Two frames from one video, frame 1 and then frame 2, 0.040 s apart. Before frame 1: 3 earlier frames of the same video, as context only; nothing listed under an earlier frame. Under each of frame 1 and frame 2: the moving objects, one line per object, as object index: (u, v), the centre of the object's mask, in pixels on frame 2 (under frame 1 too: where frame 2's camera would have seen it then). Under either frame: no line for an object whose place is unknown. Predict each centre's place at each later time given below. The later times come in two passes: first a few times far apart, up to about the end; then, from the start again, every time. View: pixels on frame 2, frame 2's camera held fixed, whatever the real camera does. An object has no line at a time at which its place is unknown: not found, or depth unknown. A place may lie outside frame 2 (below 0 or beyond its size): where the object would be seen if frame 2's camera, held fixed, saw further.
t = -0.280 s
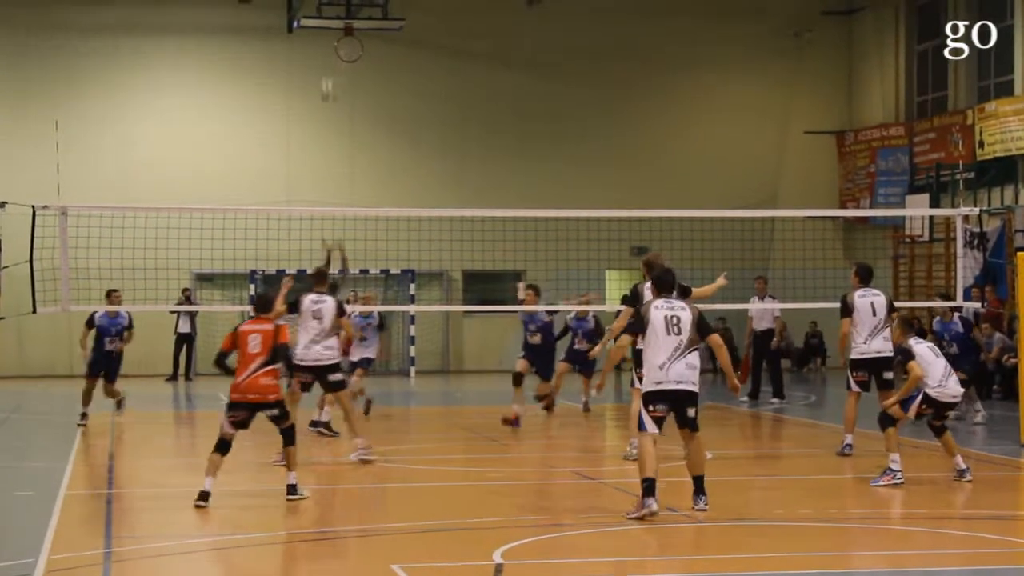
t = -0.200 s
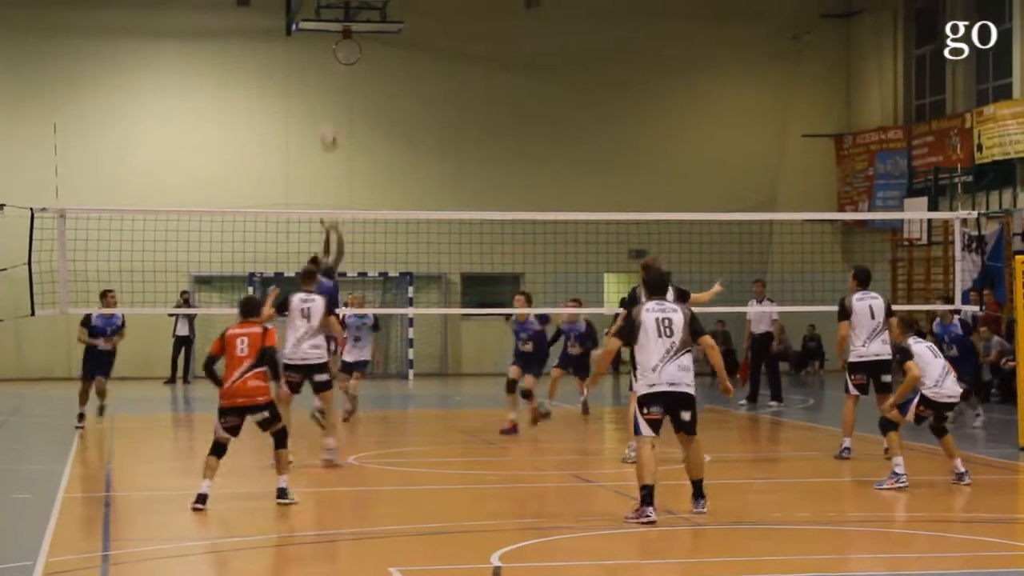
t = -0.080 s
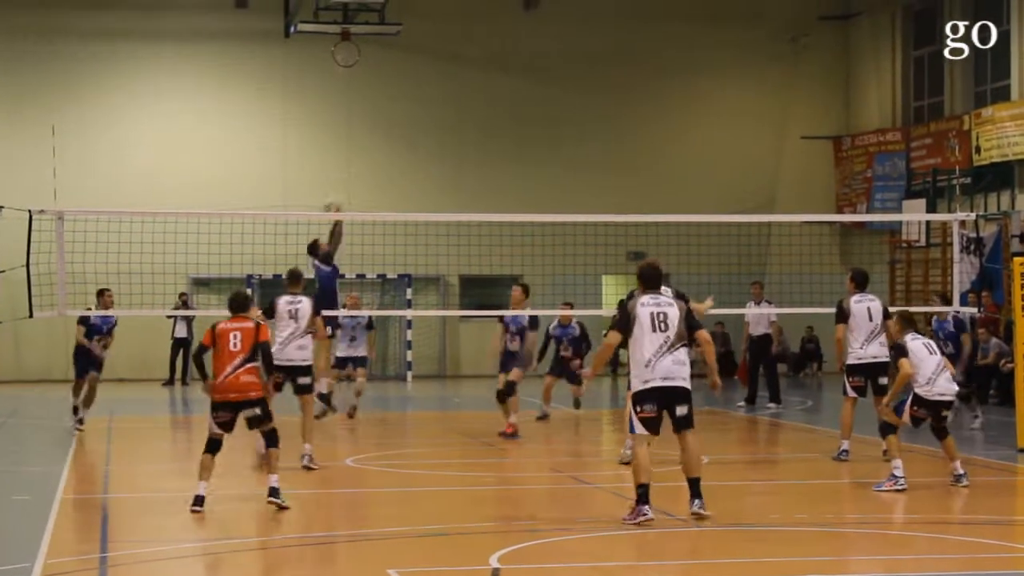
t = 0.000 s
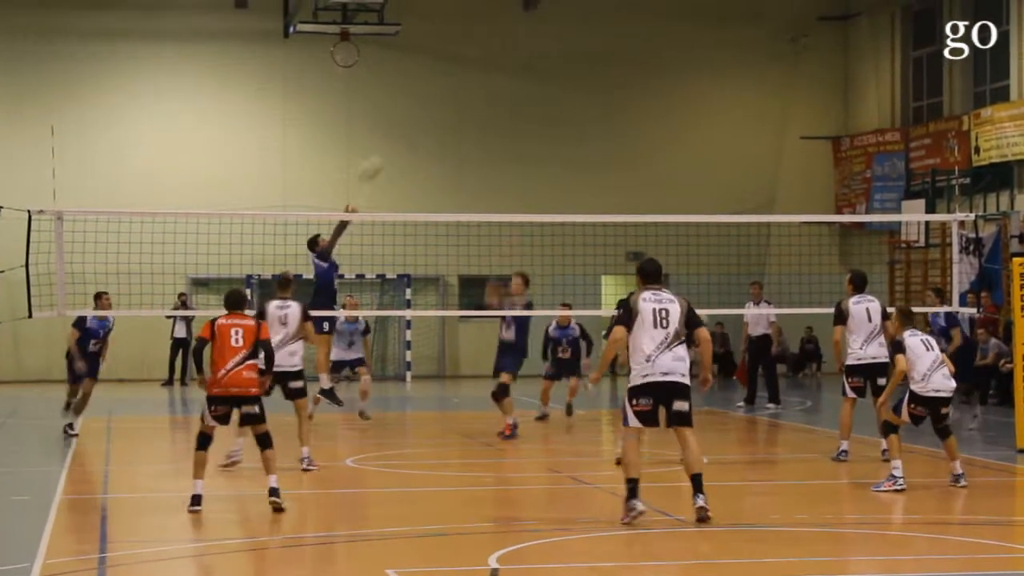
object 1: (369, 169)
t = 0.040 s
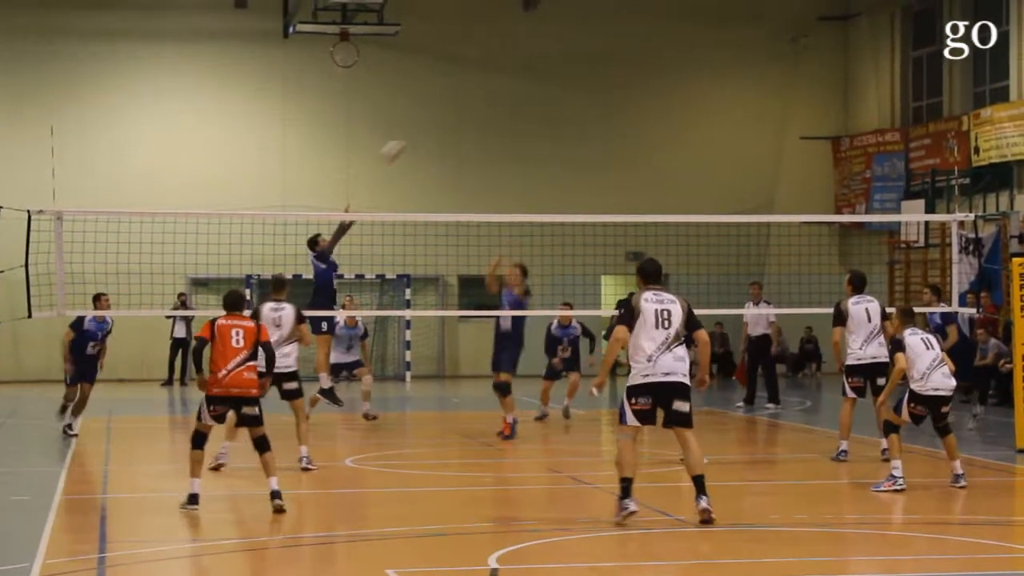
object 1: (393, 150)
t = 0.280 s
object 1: (518, 73)
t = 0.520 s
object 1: (642, 45)
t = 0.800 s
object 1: (780, 68)
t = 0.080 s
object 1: (412, 132)
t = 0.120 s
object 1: (432, 117)
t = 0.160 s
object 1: (451, 104)
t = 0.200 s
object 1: (474, 91)
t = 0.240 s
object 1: (496, 82)
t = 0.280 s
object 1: (518, 73)
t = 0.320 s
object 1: (539, 65)
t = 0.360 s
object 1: (560, 58)
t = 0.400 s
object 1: (580, 53)
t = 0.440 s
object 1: (602, 49)
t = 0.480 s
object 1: (622, 46)
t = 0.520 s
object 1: (642, 45)
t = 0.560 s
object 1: (662, 45)
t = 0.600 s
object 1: (681, 44)
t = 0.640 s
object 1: (701, 46)
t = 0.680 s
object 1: (721, 50)
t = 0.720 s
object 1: (742, 57)
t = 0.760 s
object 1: (761, 63)
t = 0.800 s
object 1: (780, 68)
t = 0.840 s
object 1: (801, 78)
